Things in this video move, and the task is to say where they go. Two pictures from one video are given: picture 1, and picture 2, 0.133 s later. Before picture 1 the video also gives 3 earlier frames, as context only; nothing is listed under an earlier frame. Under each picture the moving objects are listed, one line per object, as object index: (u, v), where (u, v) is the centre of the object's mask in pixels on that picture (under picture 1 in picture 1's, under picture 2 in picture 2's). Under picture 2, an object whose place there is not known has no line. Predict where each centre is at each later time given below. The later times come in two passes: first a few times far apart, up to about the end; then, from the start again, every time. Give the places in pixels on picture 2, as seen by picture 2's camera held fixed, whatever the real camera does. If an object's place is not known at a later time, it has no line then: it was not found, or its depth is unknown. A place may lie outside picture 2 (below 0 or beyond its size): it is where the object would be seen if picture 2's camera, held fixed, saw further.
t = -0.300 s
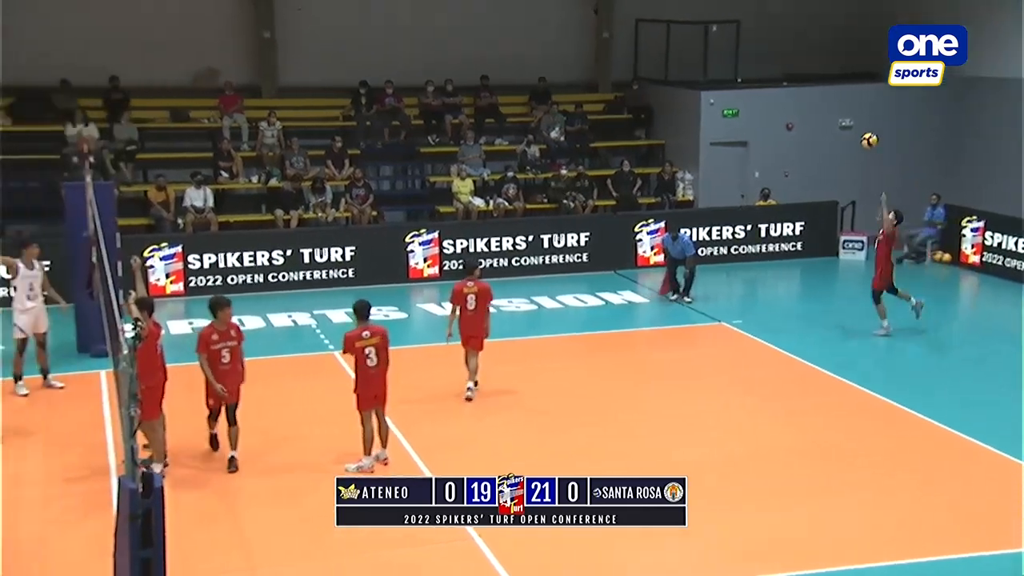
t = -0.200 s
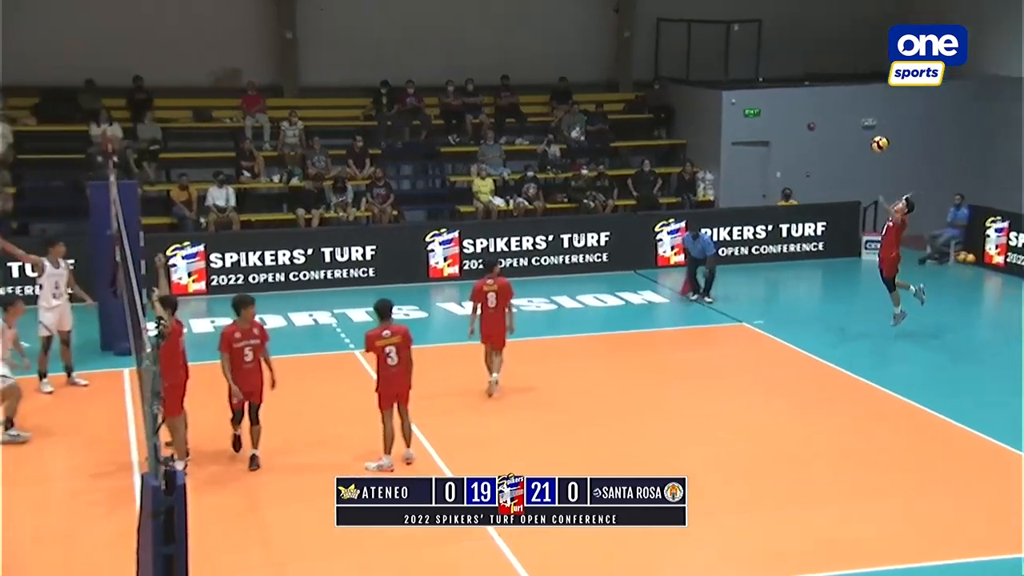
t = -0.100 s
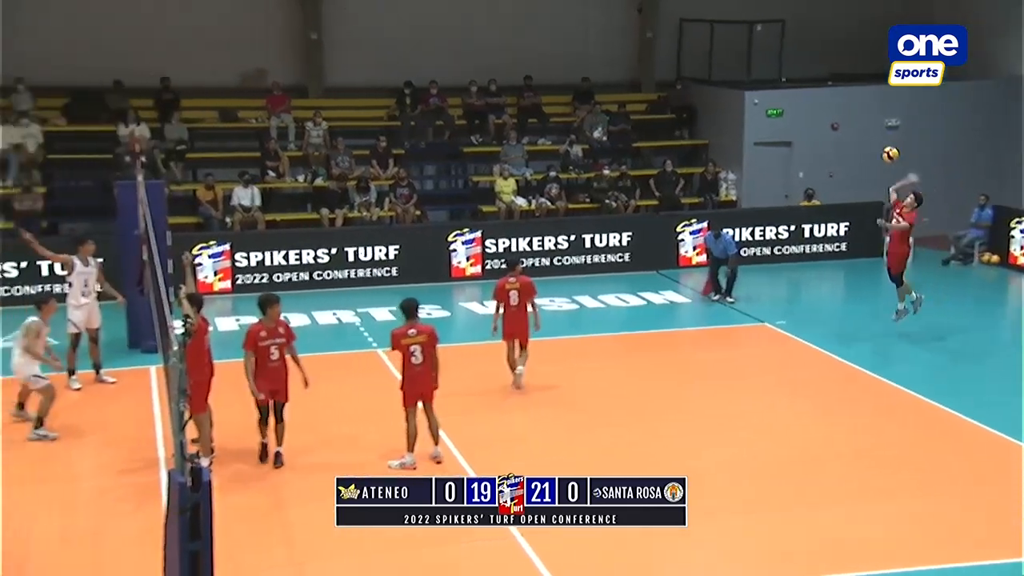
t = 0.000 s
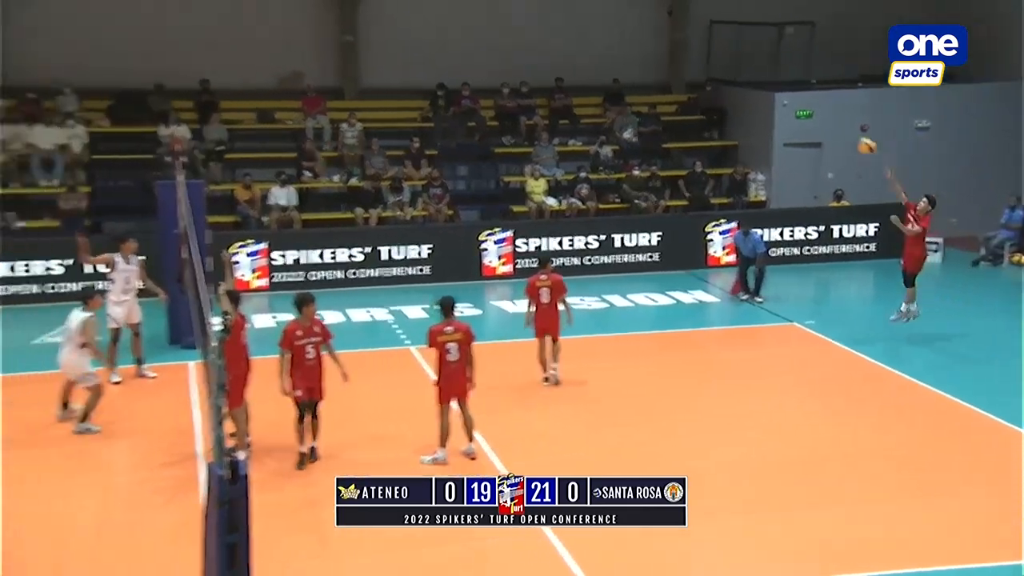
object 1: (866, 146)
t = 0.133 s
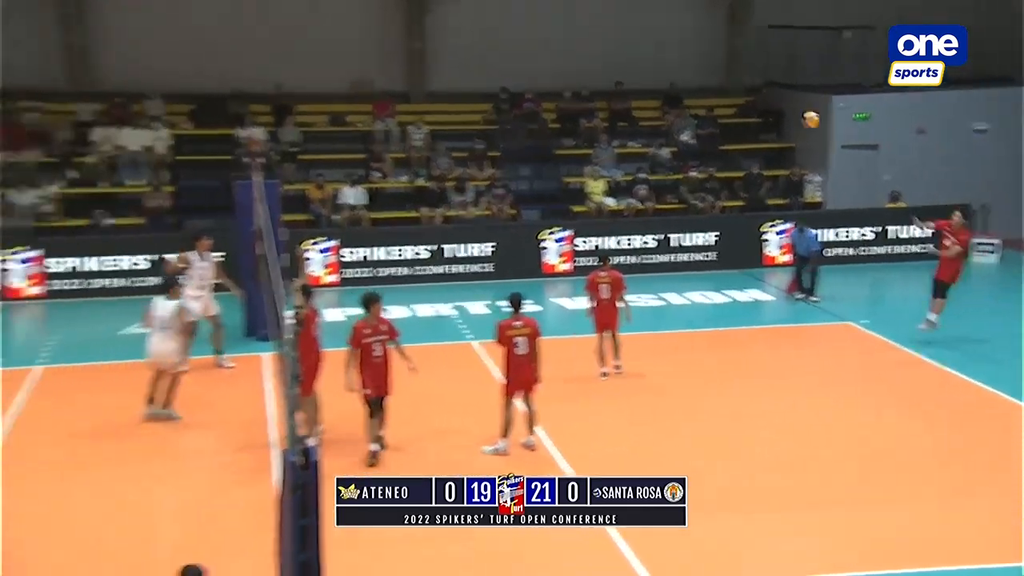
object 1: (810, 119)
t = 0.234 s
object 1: (723, 106)
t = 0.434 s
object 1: (532, 101)
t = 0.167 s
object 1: (782, 115)
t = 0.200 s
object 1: (753, 110)
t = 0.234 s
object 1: (723, 106)
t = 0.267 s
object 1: (692, 103)
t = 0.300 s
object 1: (661, 101)
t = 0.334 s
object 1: (629, 100)
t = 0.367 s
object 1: (598, 99)
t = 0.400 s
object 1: (565, 99)
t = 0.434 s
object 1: (532, 101)
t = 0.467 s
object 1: (498, 103)
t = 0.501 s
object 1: (464, 107)
